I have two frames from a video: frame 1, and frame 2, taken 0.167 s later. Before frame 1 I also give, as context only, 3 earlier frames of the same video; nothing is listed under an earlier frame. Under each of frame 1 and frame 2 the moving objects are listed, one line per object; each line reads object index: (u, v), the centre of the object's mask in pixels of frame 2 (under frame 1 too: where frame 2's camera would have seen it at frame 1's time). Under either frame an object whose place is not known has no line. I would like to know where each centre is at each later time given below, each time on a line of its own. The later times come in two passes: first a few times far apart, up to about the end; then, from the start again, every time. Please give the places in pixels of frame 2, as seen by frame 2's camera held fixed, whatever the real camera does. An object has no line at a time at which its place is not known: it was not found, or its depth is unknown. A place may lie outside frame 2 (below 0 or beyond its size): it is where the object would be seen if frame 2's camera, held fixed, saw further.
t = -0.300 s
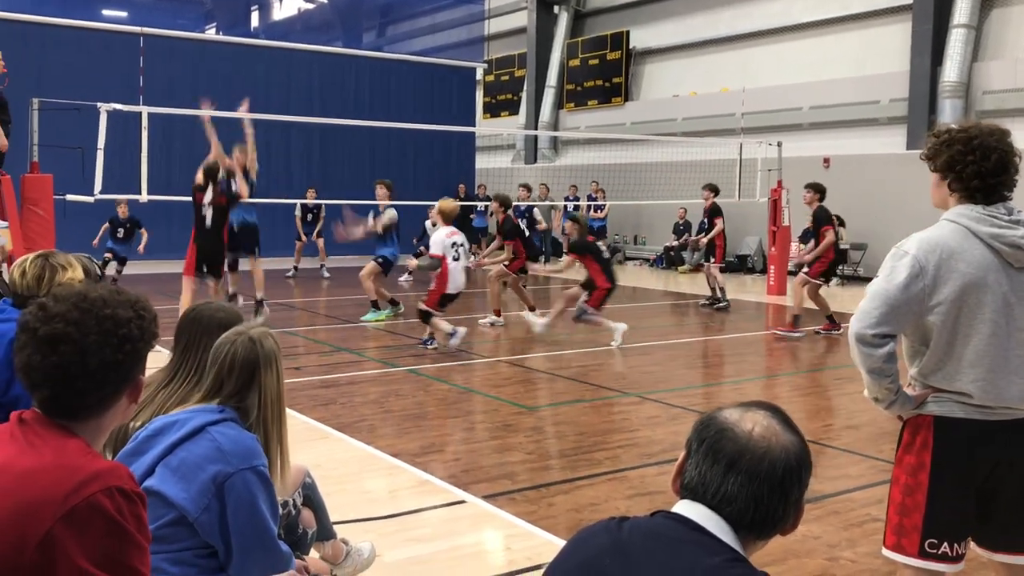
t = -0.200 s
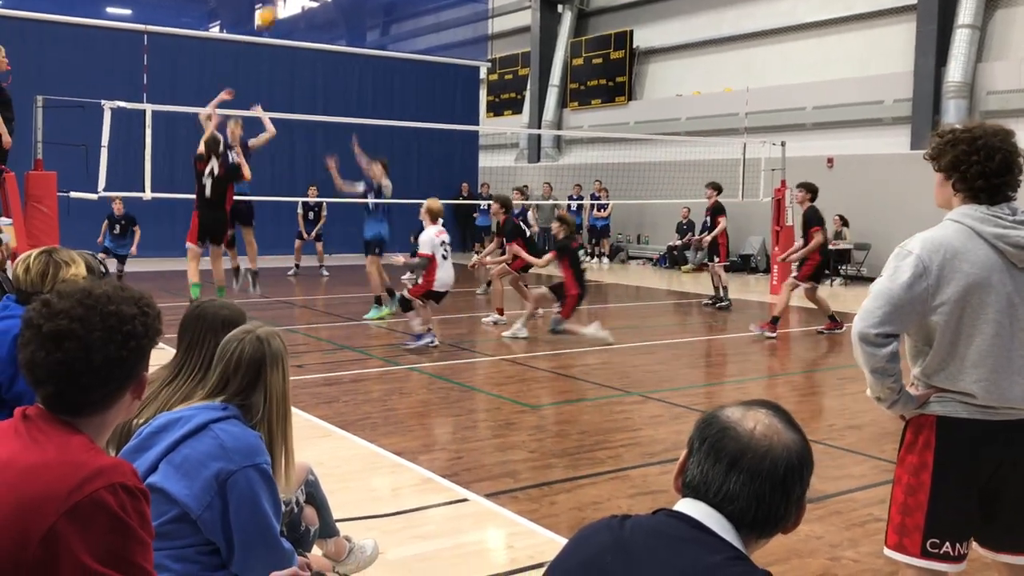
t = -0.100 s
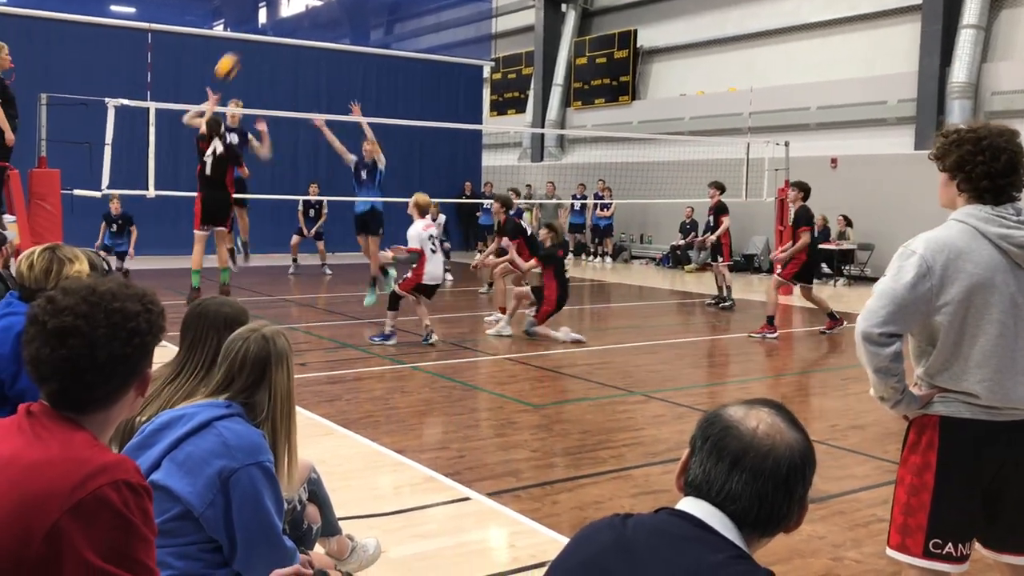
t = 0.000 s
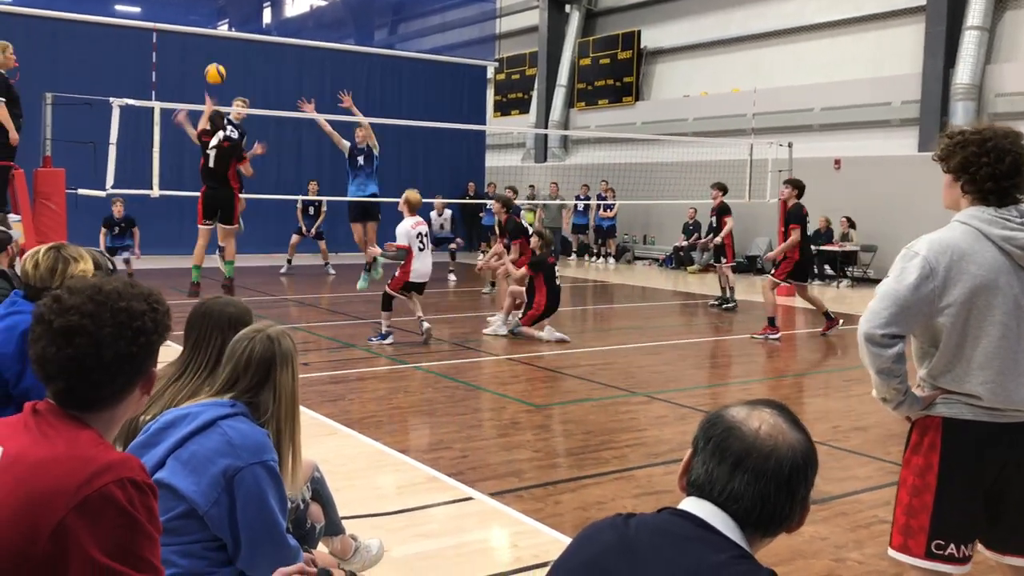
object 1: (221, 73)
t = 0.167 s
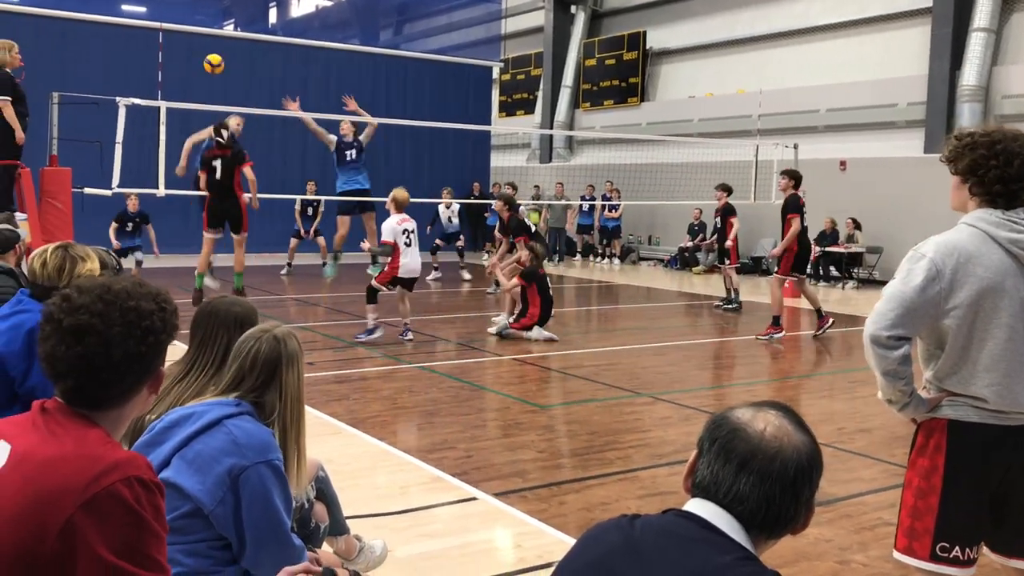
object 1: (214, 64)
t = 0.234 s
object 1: (211, 66)
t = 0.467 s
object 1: (202, 105)
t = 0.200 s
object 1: (212, 65)
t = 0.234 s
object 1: (211, 66)
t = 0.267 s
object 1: (210, 69)
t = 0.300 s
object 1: (209, 74)
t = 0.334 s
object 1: (207, 78)
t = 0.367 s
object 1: (206, 83)
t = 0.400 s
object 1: (205, 90)
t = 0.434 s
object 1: (204, 96)
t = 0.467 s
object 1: (202, 105)
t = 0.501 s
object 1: (202, 117)
